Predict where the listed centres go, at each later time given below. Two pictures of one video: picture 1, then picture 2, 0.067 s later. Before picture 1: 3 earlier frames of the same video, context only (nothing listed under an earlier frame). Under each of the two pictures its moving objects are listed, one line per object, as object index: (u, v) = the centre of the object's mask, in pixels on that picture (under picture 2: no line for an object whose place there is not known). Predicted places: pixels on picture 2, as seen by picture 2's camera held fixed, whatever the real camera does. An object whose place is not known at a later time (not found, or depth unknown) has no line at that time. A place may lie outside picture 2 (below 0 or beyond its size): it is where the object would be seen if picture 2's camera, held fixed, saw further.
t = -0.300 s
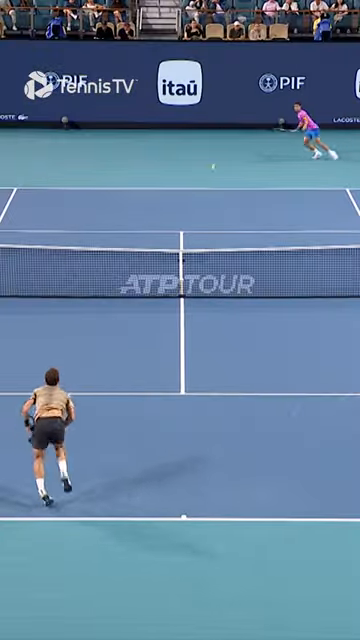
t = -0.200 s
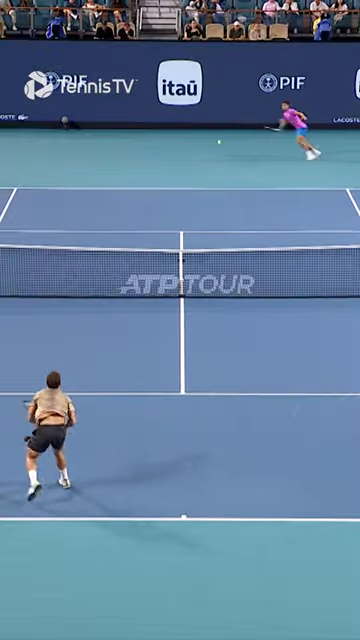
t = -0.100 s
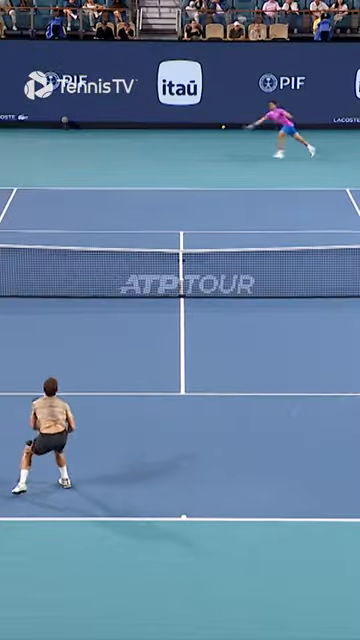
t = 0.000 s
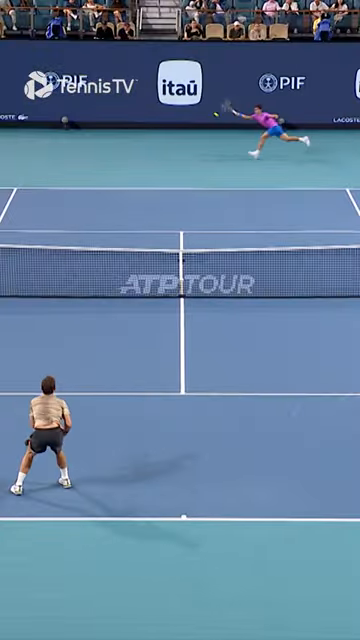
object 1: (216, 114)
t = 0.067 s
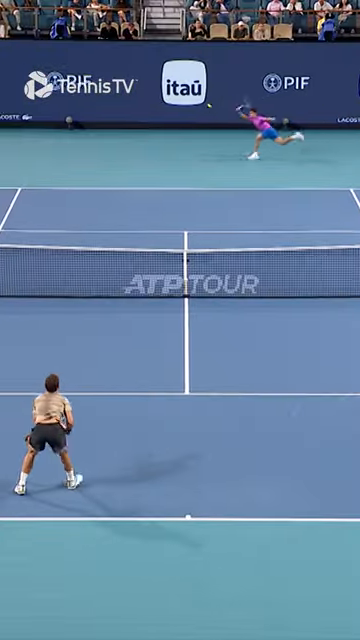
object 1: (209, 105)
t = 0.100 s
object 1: (206, 102)
